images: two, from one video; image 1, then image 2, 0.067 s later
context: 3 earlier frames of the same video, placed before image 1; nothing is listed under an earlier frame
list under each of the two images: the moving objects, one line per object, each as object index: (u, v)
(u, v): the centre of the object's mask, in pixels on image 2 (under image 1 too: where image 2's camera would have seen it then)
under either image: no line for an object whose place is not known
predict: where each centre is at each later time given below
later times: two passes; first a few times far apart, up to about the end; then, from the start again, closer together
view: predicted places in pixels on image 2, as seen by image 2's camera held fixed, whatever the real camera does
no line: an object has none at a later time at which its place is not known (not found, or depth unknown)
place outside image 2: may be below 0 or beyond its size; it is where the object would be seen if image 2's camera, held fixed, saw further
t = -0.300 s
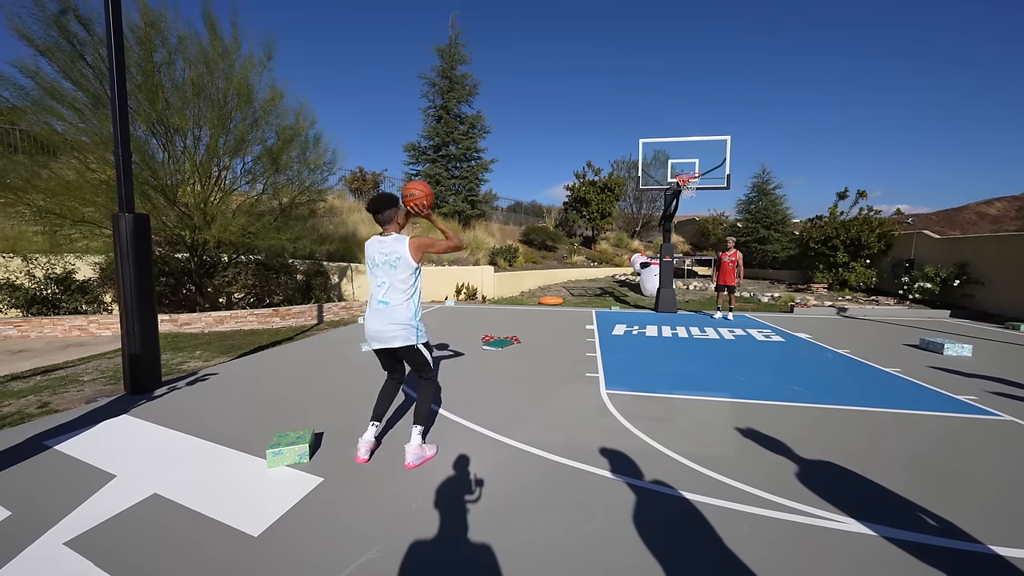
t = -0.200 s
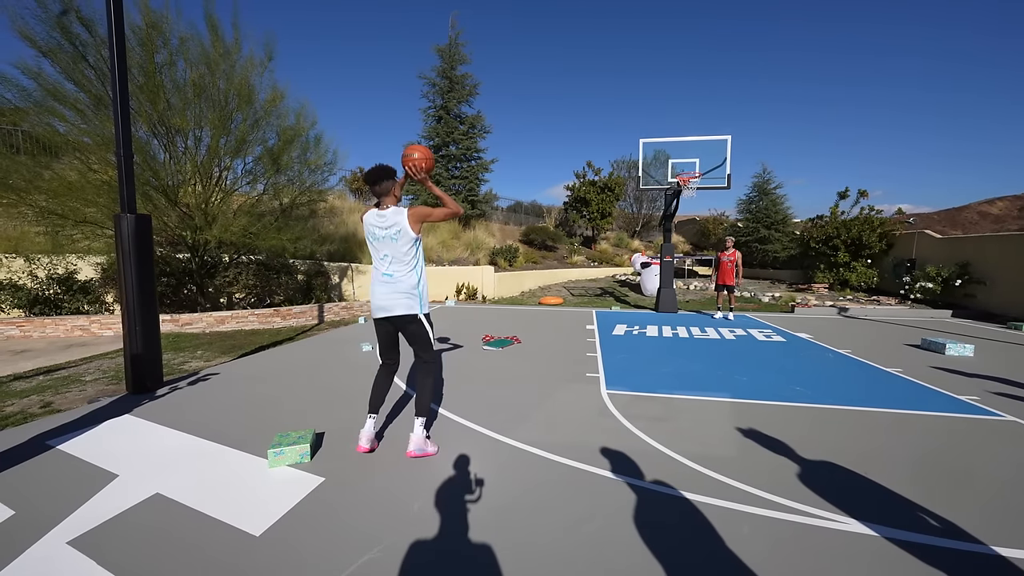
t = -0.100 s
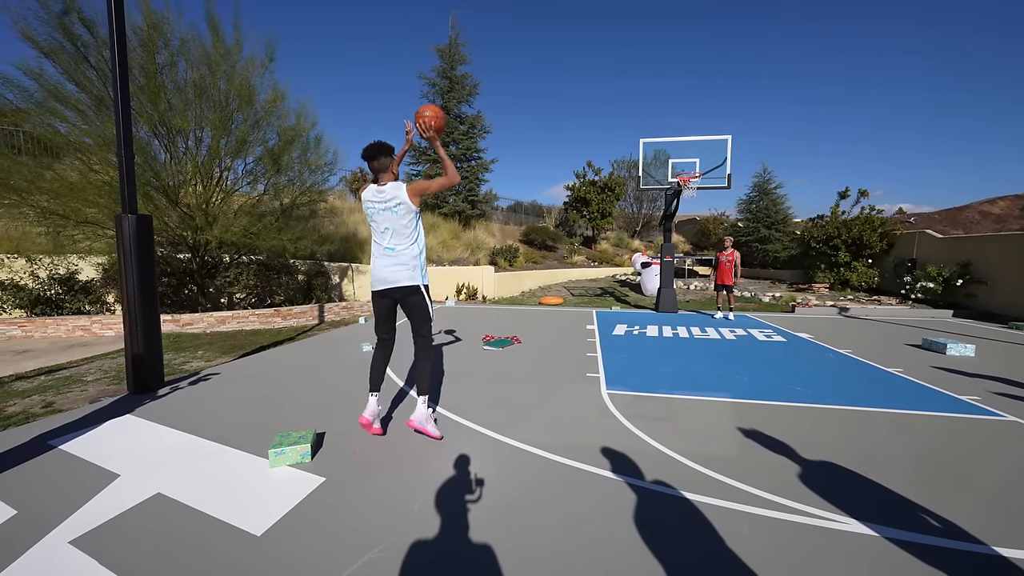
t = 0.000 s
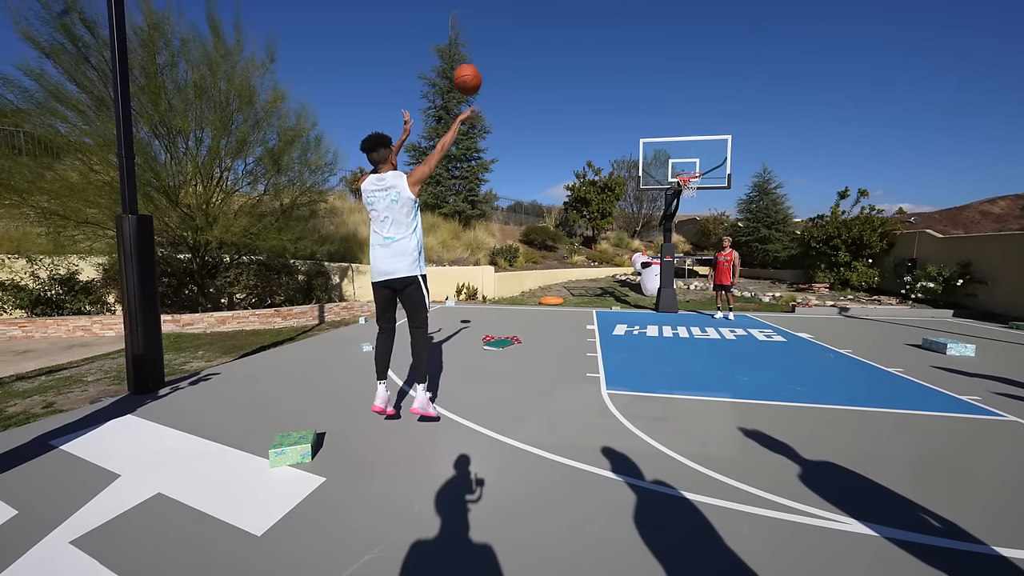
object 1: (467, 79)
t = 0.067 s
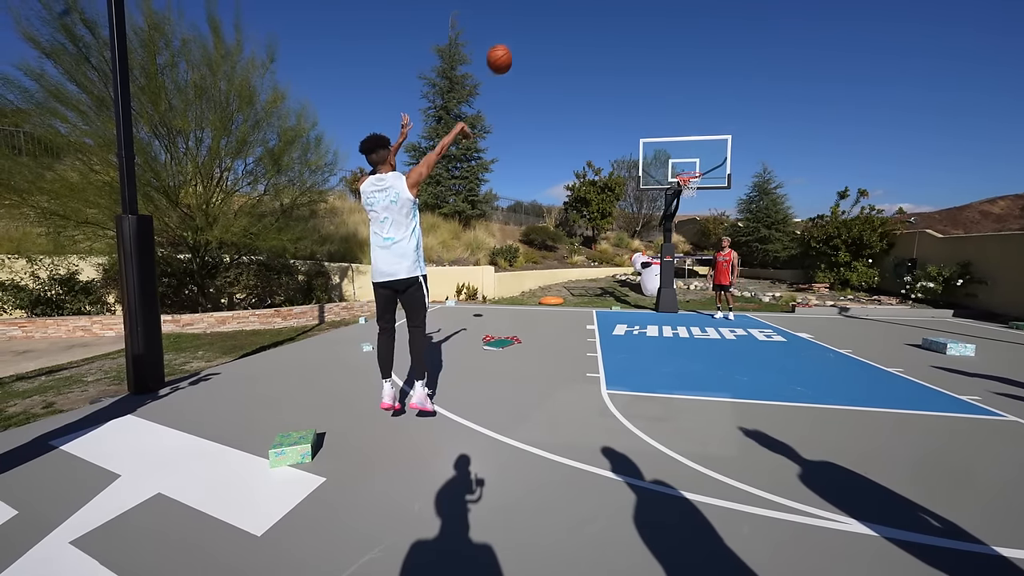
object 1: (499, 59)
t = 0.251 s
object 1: (565, 37)
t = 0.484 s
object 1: (619, 52)
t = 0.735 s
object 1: (656, 97)
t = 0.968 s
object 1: (680, 155)
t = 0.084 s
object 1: (506, 55)
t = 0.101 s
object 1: (514, 52)
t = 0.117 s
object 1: (520, 49)
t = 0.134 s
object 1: (527, 46)
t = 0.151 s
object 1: (533, 44)
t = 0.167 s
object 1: (539, 42)
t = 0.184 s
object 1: (545, 40)
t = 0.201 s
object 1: (550, 39)
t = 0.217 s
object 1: (555, 38)
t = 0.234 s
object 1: (560, 38)
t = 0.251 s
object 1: (565, 37)
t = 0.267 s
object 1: (570, 37)
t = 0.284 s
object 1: (574, 37)
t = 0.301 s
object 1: (579, 37)
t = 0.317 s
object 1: (583, 38)
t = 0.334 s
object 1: (587, 38)
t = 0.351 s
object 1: (591, 39)
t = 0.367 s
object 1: (595, 40)
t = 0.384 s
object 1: (598, 42)
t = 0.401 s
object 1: (602, 43)
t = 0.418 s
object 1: (605, 45)
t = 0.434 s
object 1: (609, 46)
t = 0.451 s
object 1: (612, 48)
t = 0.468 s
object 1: (616, 50)
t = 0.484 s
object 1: (619, 52)
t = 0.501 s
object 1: (622, 54)
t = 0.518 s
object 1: (625, 57)
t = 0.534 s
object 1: (628, 59)
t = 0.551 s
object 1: (630, 62)
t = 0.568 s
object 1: (633, 64)
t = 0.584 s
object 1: (636, 67)
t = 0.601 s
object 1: (638, 71)
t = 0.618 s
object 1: (641, 73)
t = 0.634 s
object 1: (643, 76)
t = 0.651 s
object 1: (645, 80)
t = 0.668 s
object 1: (647, 83)
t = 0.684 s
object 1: (650, 86)
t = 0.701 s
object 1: (652, 90)
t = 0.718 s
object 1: (654, 94)
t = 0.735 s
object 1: (656, 97)
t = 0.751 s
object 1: (658, 101)
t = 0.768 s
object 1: (660, 105)
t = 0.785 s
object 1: (662, 109)
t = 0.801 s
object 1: (664, 113)
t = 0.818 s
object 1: (666, 117)
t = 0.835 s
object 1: (667, 121)
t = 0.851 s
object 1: (669, 125)
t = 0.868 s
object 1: (671, 129)
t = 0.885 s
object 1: (672, 134)
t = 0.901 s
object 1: (674, 138)
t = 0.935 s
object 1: (677, 146)
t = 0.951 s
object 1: (678, 150)
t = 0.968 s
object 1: (680, 155)
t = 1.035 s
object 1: (685, 173)
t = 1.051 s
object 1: (687, 175)
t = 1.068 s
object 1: (691, 176)
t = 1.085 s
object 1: (692, 177)
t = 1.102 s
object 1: (697, 178)
